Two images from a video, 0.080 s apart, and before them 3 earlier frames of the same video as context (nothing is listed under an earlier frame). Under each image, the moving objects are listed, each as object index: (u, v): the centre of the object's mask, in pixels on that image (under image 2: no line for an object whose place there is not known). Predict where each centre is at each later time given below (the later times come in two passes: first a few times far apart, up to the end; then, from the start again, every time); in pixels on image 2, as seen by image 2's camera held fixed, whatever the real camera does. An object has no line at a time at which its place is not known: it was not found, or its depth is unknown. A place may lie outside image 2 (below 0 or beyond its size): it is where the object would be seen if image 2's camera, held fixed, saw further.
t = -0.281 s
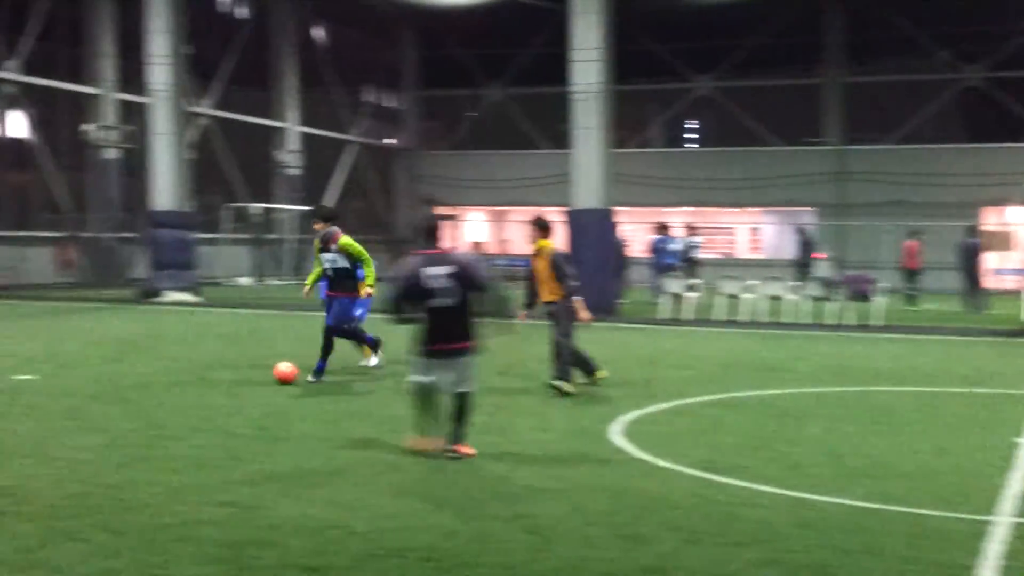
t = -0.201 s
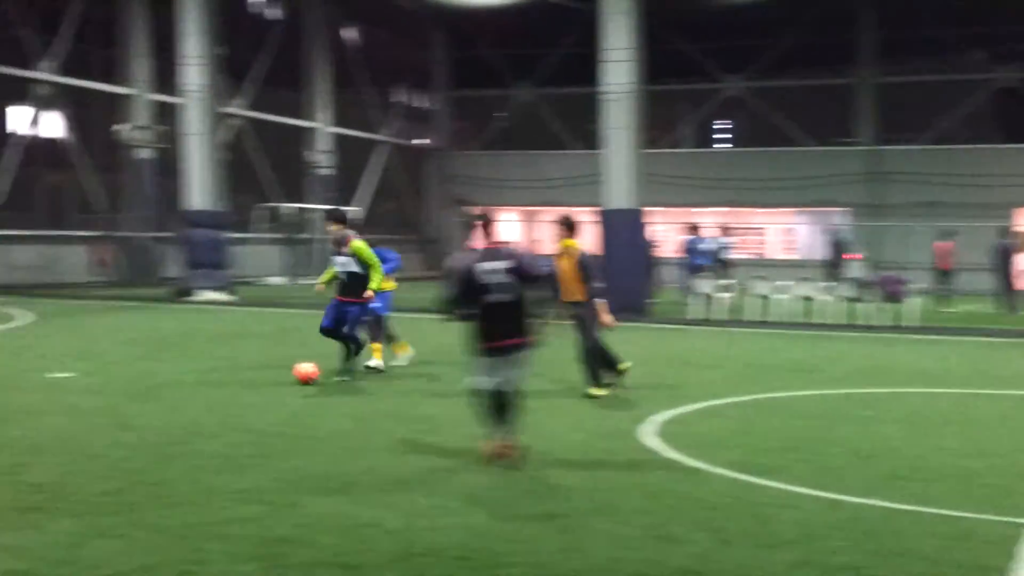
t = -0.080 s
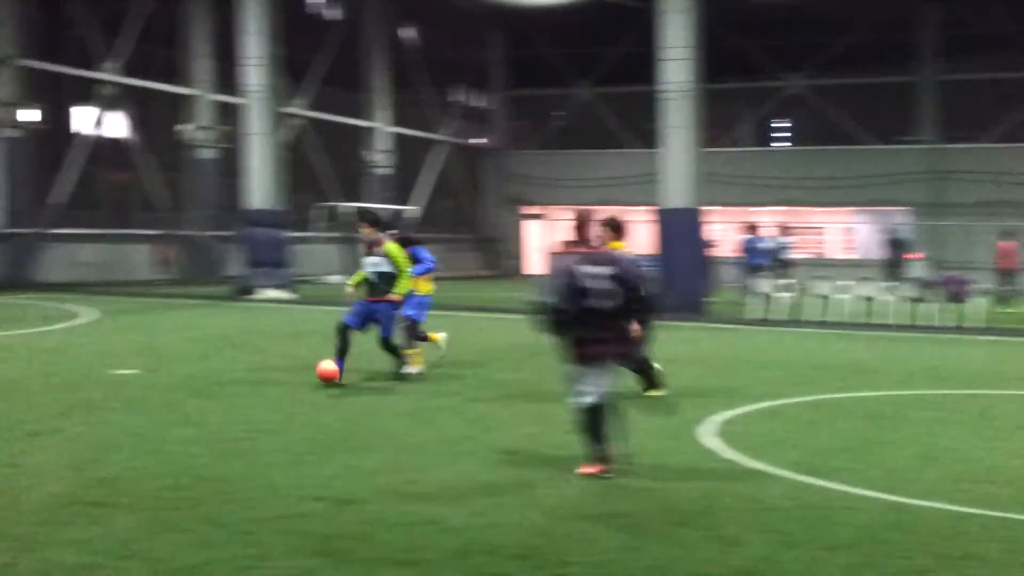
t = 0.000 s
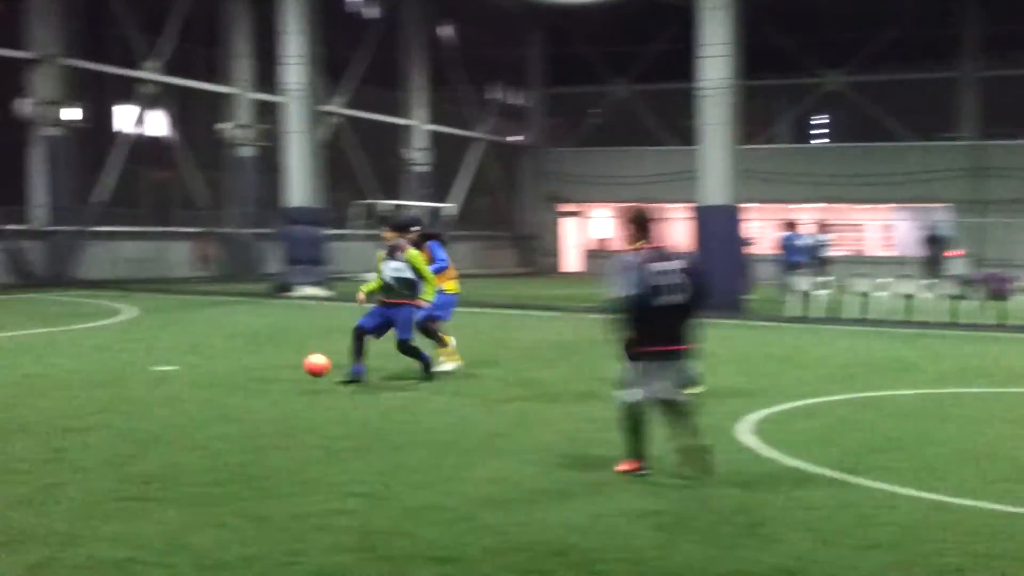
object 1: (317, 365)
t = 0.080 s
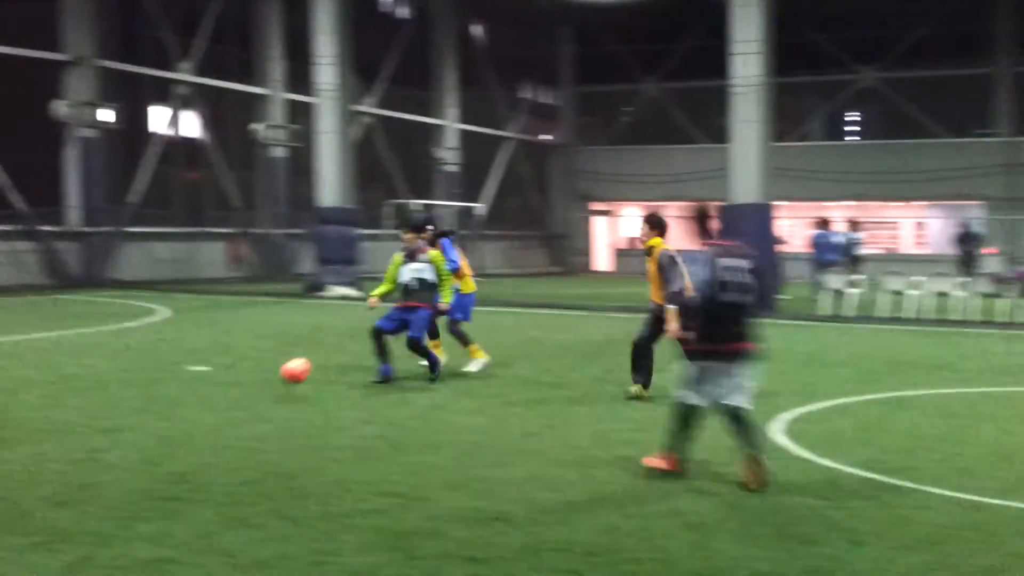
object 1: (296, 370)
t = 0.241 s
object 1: (177, 401)
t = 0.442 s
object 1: (23, 423)
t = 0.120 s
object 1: (268, 377)
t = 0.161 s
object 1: (239, 385)
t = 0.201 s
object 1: (207, 397)
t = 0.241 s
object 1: (177, 401)
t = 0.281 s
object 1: (149, 402)
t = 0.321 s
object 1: (119, 405)
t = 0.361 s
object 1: (87, 412)
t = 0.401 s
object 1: (56, 420)
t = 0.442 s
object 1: (23, 423)
